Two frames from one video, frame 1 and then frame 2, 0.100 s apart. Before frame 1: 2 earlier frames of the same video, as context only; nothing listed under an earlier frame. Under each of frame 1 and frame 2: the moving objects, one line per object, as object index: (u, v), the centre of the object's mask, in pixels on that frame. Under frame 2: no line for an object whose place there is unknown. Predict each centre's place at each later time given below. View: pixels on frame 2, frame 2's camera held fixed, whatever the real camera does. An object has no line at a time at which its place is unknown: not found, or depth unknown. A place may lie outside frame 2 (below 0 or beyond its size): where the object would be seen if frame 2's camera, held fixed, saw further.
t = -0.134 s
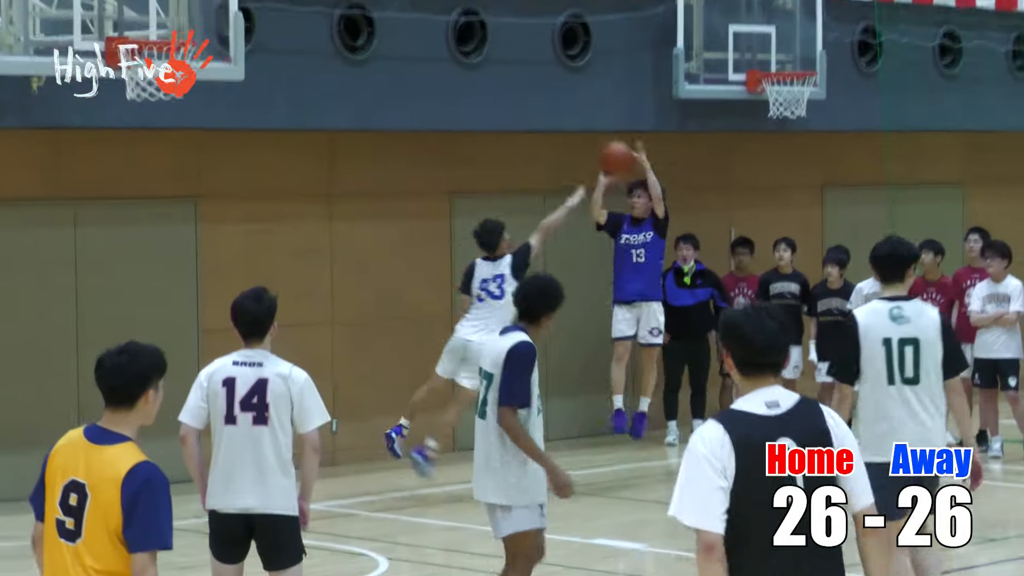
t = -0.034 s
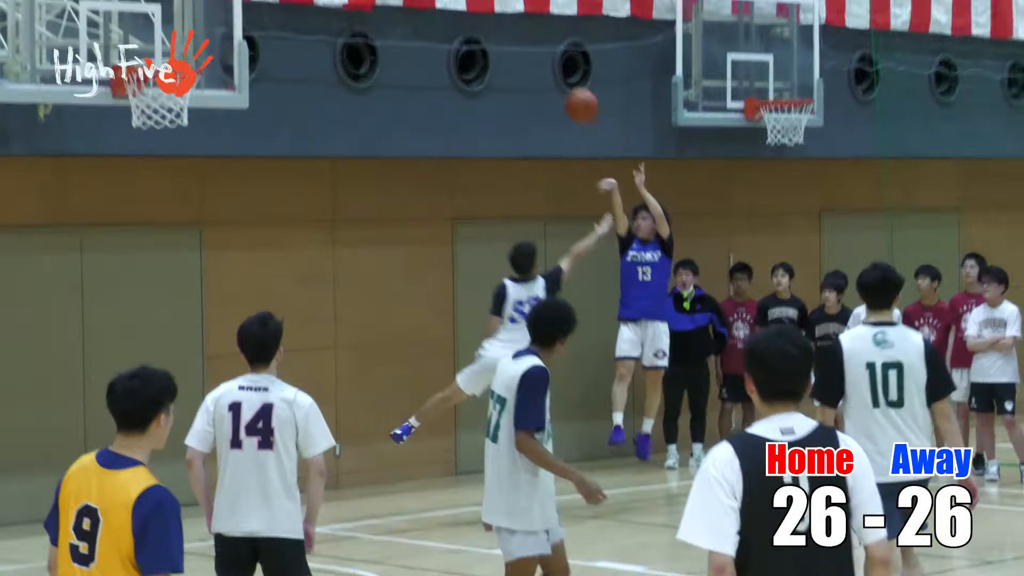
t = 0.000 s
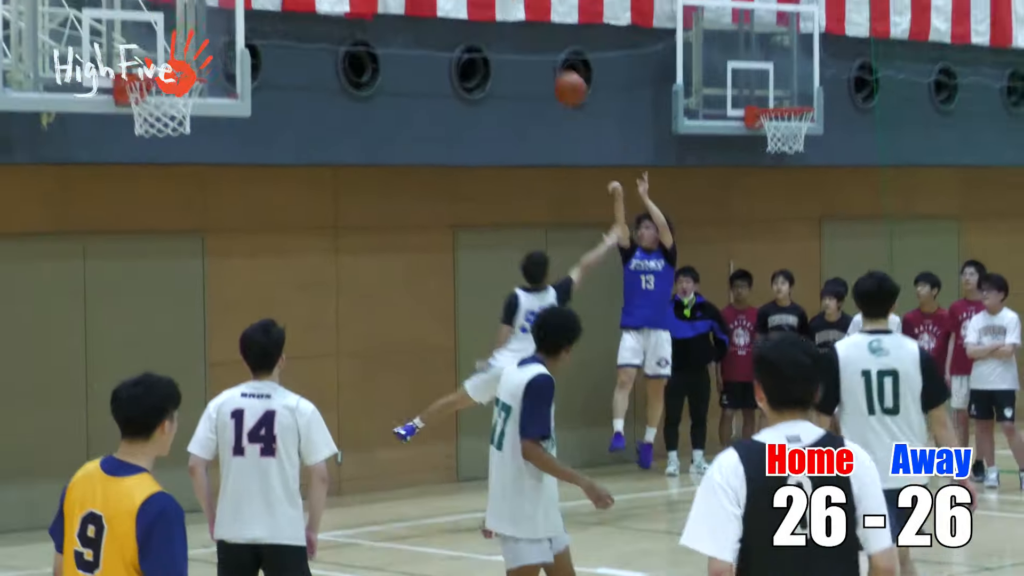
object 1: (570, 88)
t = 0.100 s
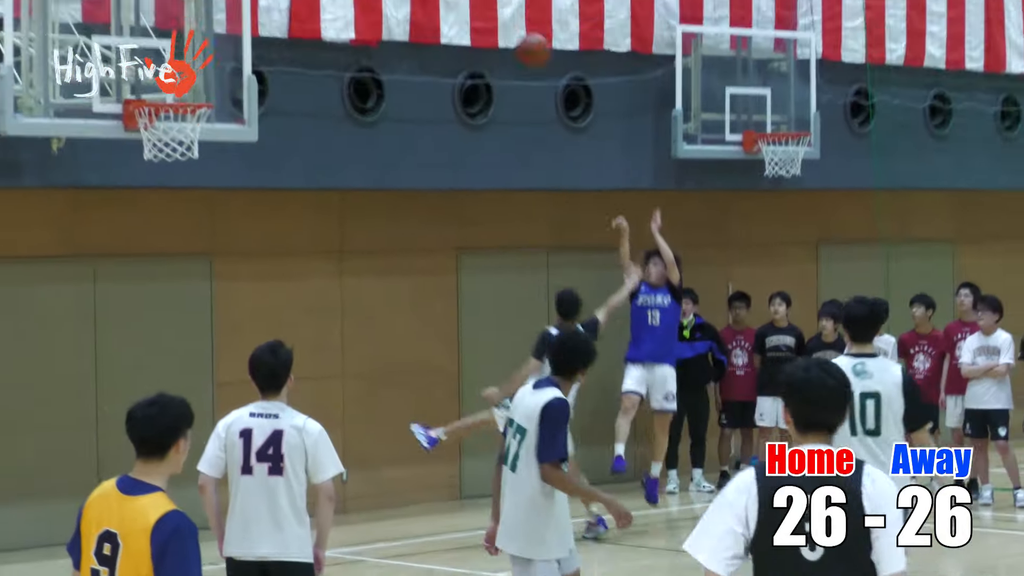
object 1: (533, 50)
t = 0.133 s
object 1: (520, 31)
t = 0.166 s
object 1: (507, 13)
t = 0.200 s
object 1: (493, -4)
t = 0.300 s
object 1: (453, -41)
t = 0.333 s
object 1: (440, -51)
